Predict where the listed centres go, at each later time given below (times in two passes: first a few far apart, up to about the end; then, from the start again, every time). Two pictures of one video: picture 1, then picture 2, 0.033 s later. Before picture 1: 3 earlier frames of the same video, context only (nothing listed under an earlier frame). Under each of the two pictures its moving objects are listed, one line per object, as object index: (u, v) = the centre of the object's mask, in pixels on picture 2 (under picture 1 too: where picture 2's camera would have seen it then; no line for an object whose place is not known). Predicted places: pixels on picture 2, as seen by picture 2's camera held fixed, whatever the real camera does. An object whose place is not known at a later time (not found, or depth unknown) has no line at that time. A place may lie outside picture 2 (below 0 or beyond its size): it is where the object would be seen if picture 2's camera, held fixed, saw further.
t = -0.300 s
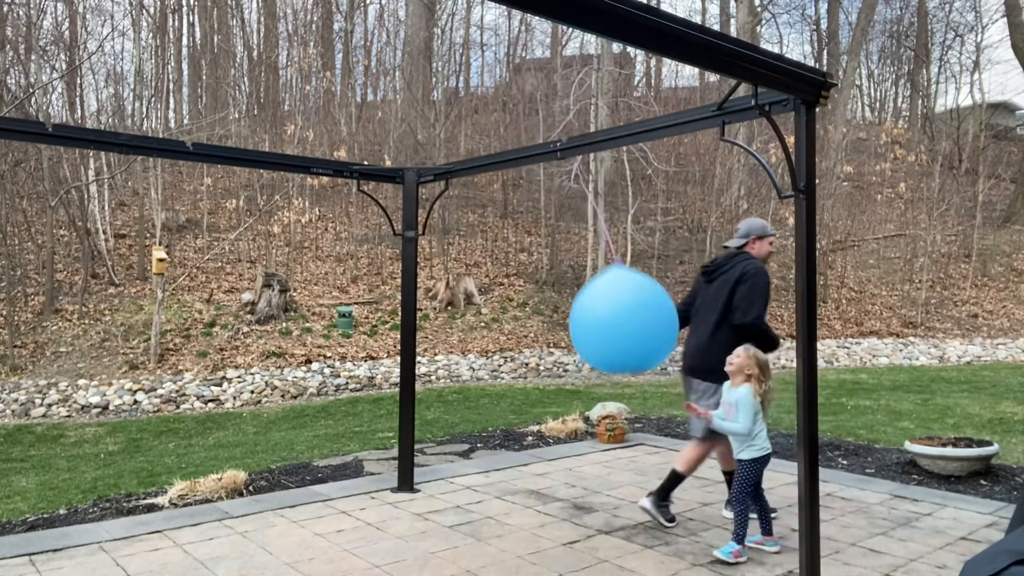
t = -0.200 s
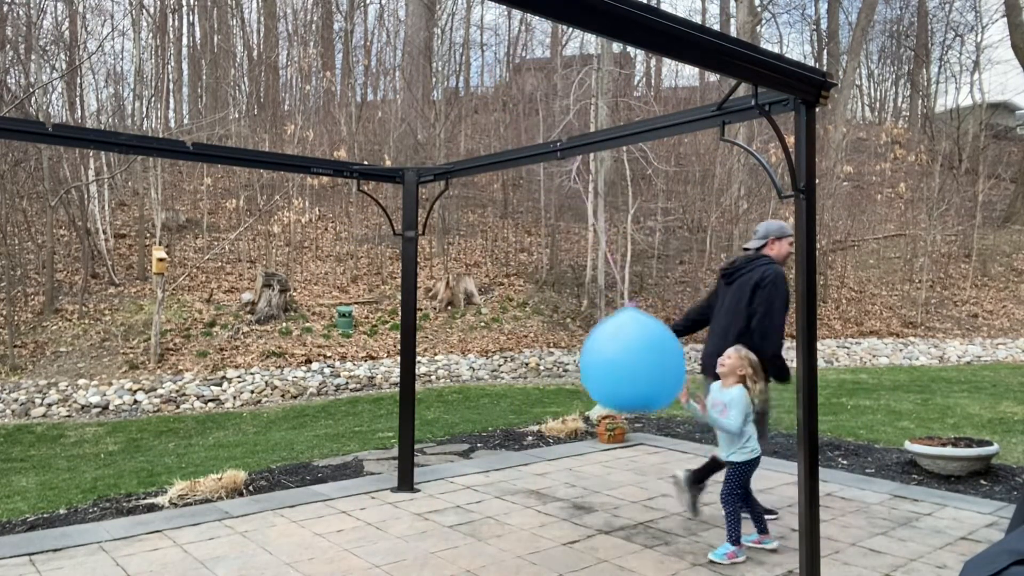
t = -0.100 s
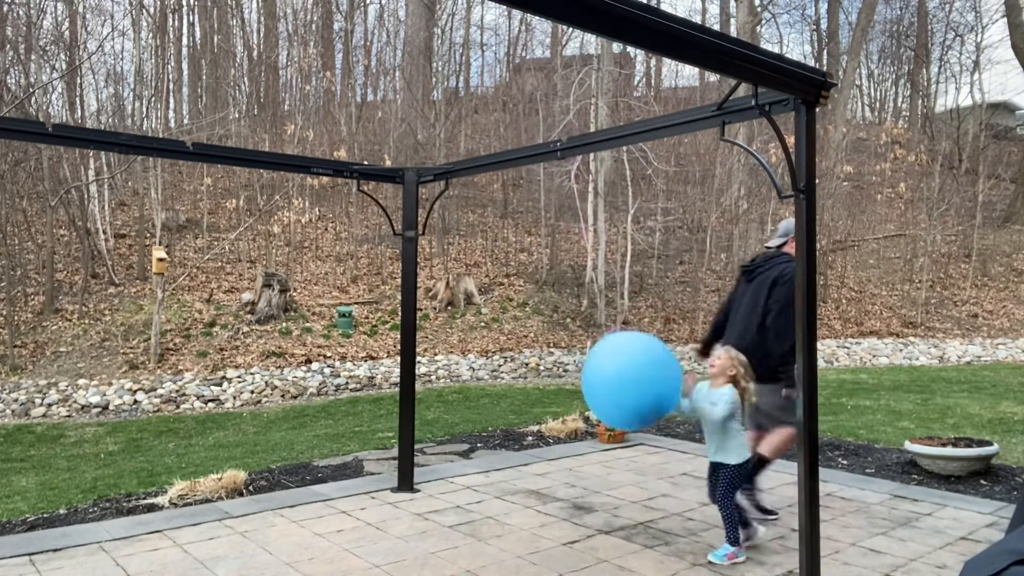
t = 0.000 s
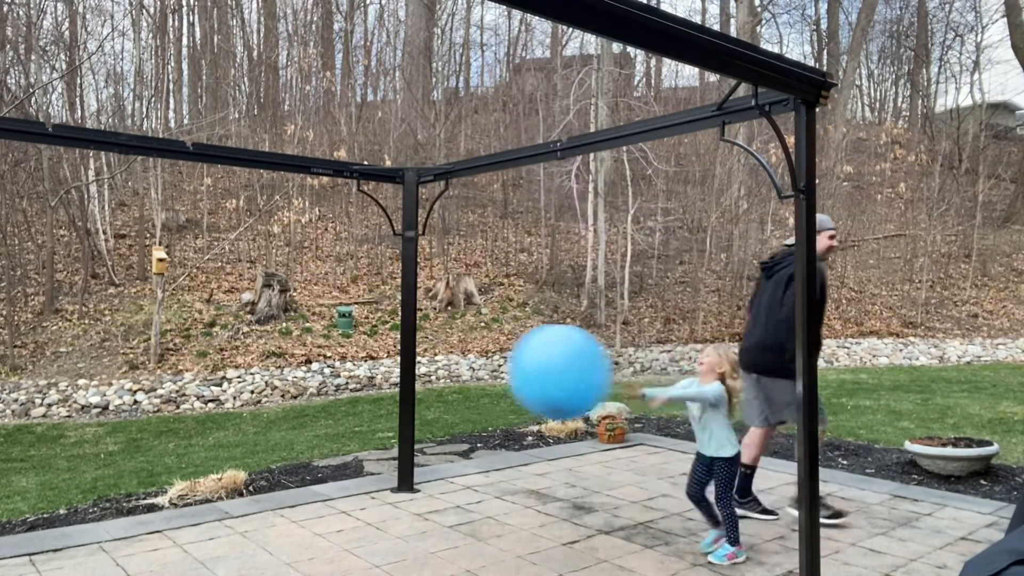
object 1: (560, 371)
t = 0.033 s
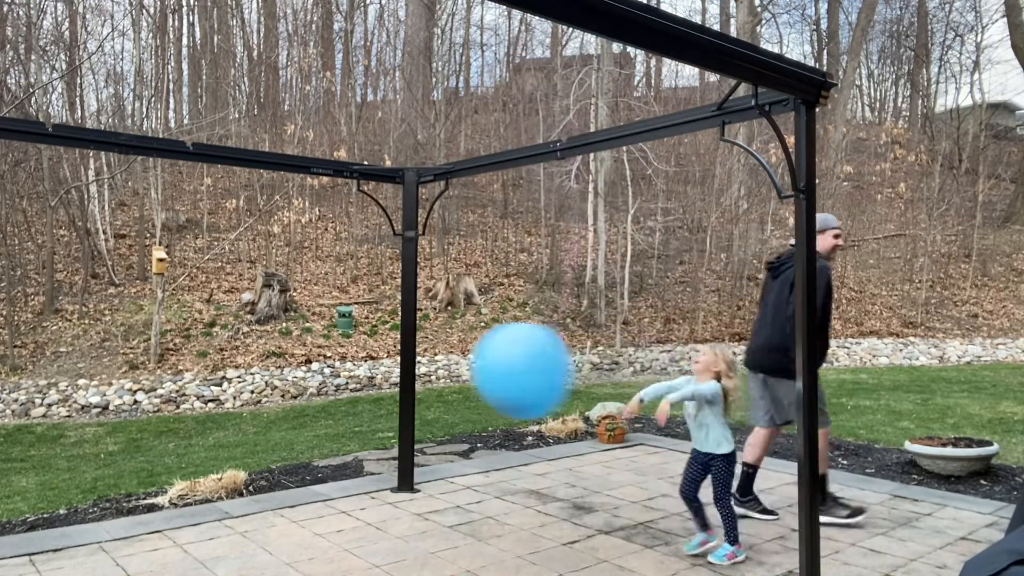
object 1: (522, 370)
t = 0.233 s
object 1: (372, 294)
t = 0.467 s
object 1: (373, 171)
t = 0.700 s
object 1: (411, 115)
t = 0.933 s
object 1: (456, 101)
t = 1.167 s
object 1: (499, 110)
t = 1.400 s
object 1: (547, 136)
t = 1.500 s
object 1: (567, 163)
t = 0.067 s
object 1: (485, 368)
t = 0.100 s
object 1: (449, 364)
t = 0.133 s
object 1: (417, 354)
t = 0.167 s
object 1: (392, 338)
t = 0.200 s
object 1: (381, 316)
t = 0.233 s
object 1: (372, 294)
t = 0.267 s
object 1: (366, 272)
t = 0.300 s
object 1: (362, 251)
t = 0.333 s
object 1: (362, 231)
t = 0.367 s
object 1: (363, 213)
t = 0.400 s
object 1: (366, 197)
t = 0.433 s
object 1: (369, 183)
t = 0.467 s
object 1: (373, 171)
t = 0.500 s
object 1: (377, 159)
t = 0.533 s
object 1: (382, 149)
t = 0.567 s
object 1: (387, 141)
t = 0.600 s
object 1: (392, 133)
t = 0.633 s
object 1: (398, 126)
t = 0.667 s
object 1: (405, 120)
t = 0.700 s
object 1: (411, 115)
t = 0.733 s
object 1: (418, 111)
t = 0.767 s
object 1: (424, 107)
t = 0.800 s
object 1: (431, 104)
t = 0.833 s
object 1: (437, 102)
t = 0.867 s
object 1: (444, 101)
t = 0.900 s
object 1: (450, 101)
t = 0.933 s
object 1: (456, 101)
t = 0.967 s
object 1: (462, 101)
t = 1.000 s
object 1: (468, 102)
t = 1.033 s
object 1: (474, 103)
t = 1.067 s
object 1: (480, 104)
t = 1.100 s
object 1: (486, 106)
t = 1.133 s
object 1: (492, 108)
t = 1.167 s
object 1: (499, 110)
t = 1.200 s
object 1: (505, 113)
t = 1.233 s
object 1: (513, 116)
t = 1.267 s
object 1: (519, 118)
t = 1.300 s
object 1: (526, 120)
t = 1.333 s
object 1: (532, 122)
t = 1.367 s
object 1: (539, 124)
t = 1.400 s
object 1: (547, 136)
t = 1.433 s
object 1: (554, 141)
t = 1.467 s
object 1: (562, 159)
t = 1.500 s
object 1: (567, 163)
